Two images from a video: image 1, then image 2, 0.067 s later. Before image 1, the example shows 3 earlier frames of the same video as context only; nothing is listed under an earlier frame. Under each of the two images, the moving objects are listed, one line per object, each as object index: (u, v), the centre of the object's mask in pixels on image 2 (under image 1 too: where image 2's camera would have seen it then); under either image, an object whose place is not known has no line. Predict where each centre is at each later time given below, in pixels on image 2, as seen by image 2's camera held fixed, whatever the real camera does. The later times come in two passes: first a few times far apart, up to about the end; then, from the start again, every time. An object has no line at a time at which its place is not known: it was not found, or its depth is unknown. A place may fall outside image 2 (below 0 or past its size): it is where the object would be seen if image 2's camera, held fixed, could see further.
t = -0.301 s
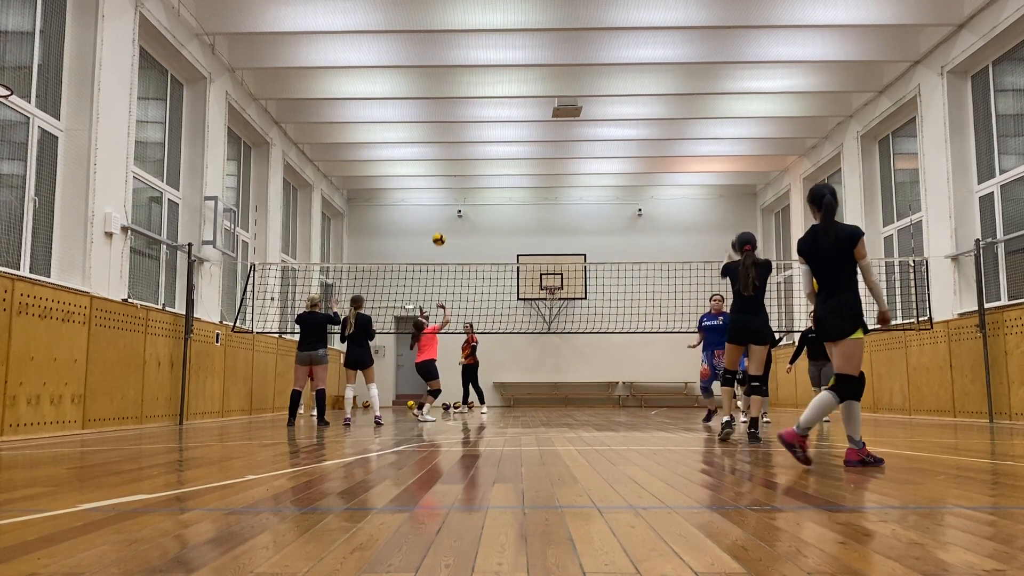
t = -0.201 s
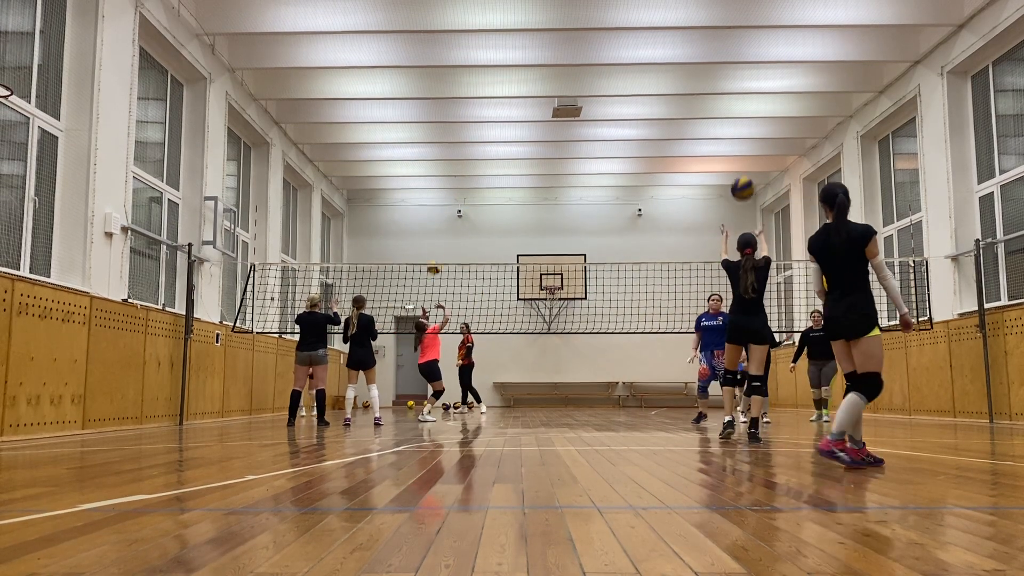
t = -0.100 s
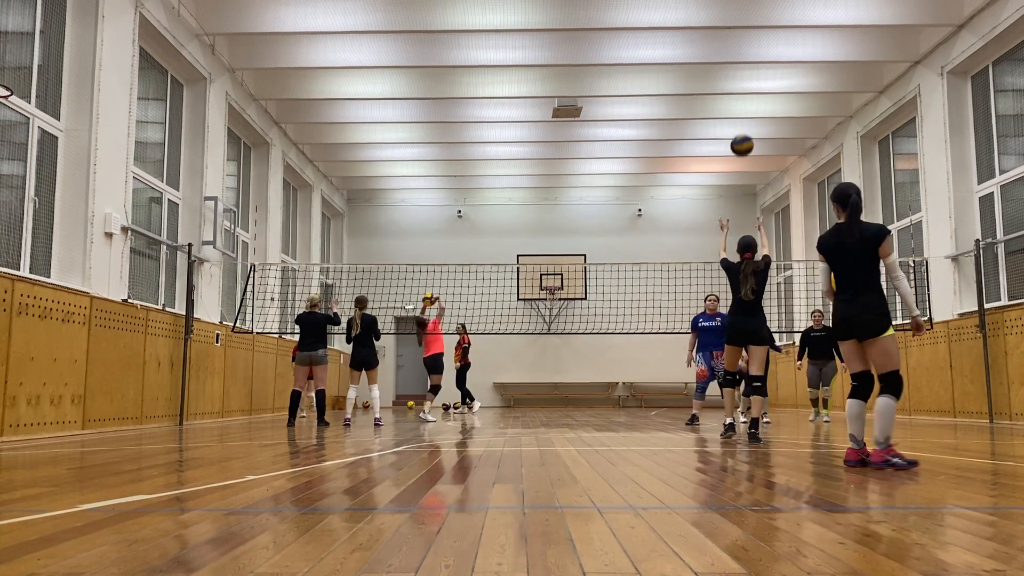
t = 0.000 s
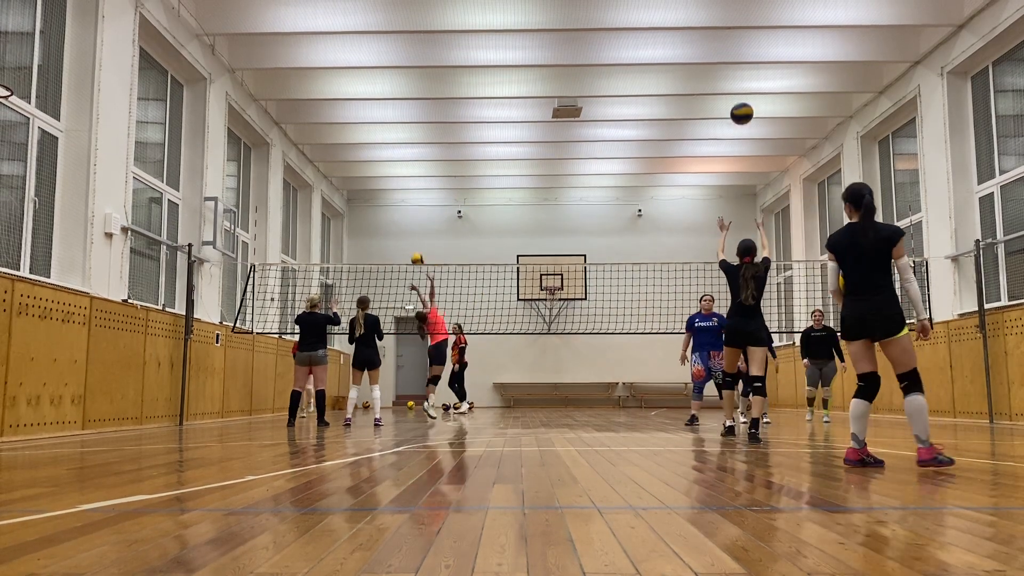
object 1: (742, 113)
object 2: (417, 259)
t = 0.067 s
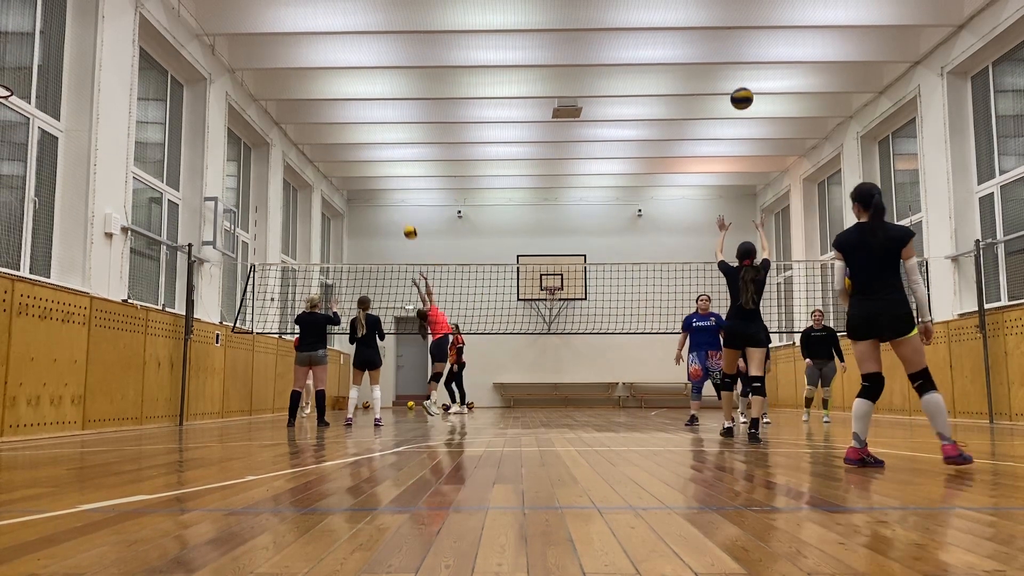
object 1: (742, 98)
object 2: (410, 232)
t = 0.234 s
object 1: (742, 81)
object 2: (392, 176)
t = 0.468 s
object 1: (744, 103)
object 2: (367, 130)
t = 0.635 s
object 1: (747, 151)
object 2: (349, 118)
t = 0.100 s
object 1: (742, 93)
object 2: (406, 220)
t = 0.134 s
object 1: (742, 88)
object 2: (403, 207)
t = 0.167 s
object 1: (742, 84)
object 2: (399, 196)
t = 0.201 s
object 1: (742, 82)
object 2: (396, 186)
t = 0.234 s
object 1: (742, 81)
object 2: (392, 176)
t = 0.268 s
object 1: (743, 81)
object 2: (389, 167)
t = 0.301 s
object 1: (743, 82)
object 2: (385, 159)
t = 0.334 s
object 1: (743, 84)
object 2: (381, 152)
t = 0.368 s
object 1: (743, 87)
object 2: (378, 146)
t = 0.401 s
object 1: (744, 91)
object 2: (374, 139)
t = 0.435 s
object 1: (744, 96)
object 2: (371, 134)
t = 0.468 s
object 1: (744, 103)
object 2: (367, 130)
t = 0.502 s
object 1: (745, 110)
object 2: (364, 126)
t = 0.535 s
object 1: (745, 119)
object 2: (360, 123)
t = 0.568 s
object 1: (746, 128)
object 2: (356, 120)
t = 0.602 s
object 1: (746, 139)
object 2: (353, 119)
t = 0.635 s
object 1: (747, 151)
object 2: (349, 118)
